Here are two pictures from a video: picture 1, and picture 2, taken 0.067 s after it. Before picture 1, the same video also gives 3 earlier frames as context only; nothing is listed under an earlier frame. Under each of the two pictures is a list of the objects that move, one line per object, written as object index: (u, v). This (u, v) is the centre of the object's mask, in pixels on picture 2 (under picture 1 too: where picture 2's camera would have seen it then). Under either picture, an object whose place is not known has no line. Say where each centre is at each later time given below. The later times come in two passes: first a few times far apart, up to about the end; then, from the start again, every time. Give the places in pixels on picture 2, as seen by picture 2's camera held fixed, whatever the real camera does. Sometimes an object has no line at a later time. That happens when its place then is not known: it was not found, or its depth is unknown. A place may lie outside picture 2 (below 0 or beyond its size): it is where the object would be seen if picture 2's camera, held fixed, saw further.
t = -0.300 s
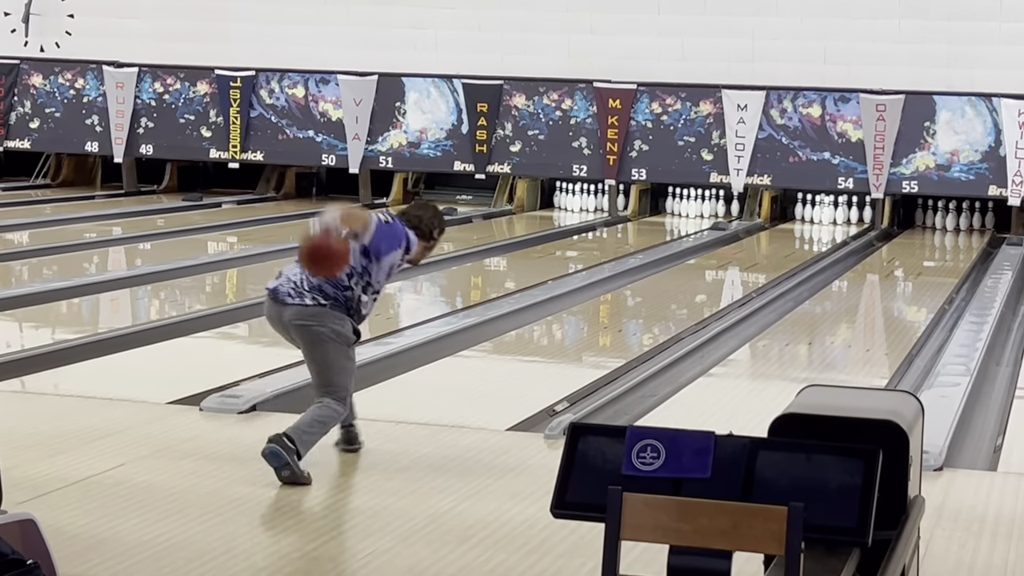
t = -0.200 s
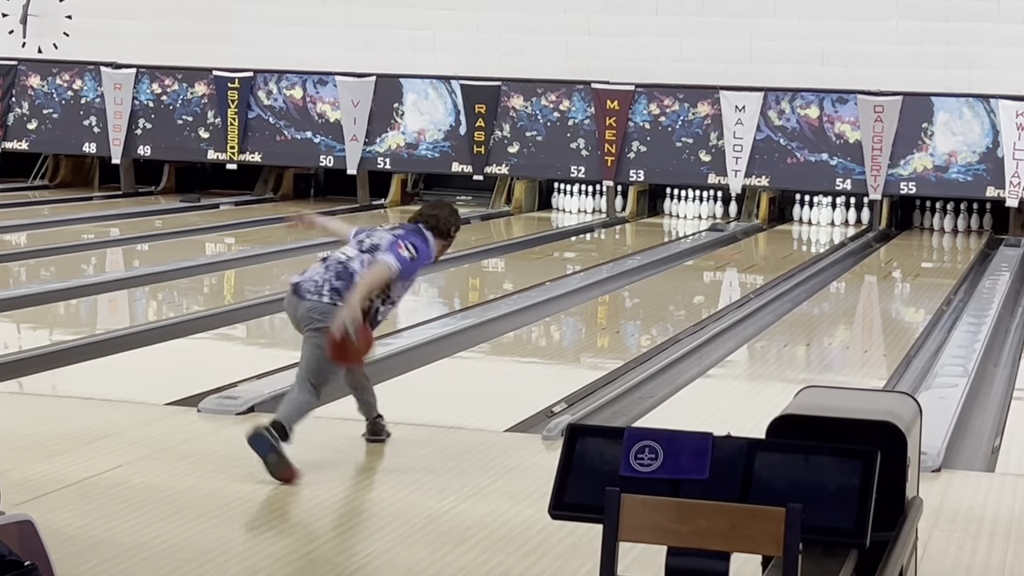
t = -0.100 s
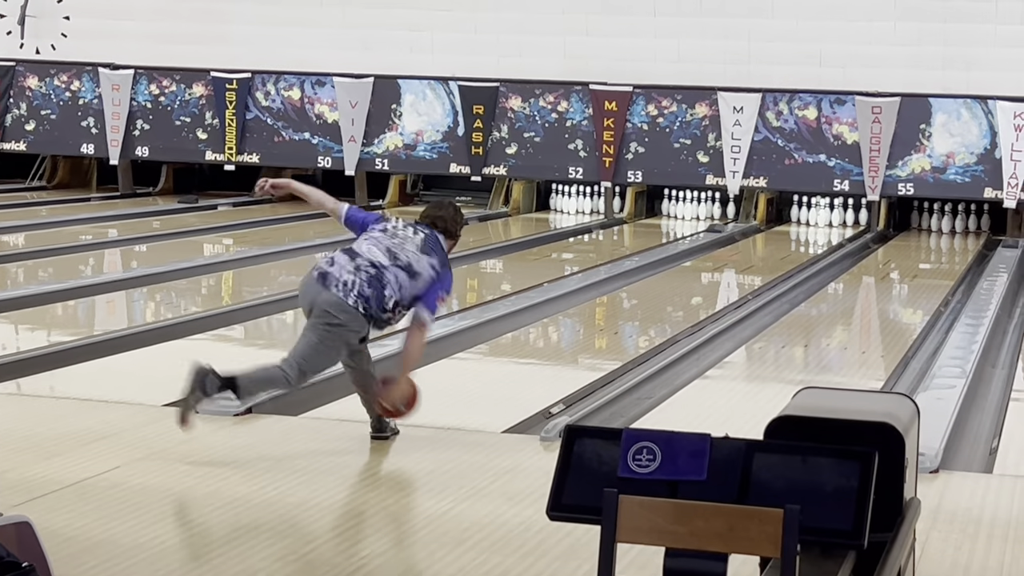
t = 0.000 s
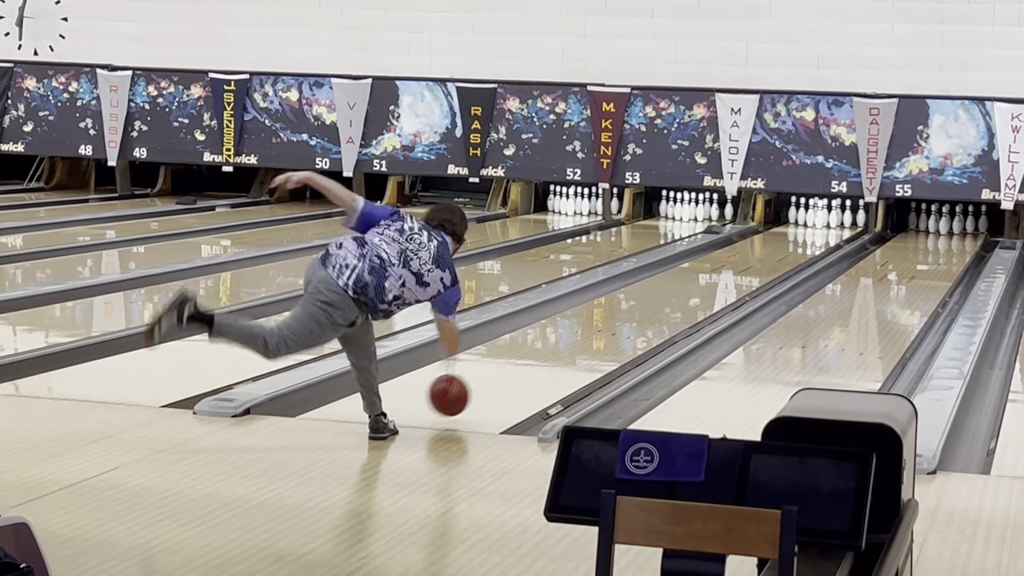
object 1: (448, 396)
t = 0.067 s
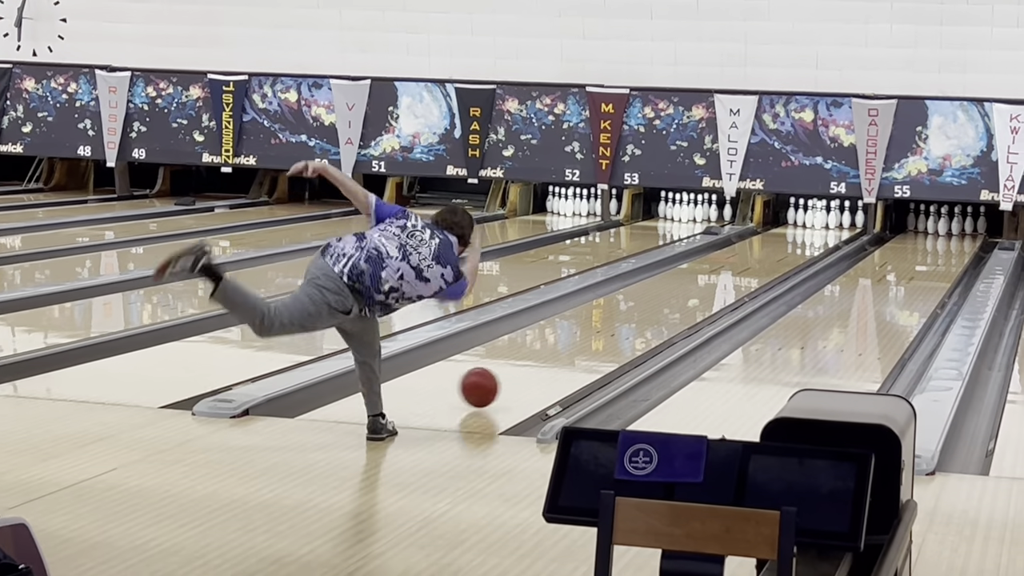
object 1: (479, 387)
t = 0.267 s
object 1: (558, 356)
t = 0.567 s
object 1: (645, 319)
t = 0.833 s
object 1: (700, 295)
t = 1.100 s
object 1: (742, 276)
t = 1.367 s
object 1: (774, 261)
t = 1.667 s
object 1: (799, 247)
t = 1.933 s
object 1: (813, 236)
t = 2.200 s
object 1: (821, 228)
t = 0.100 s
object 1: (494, 383)
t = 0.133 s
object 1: (508, 377)
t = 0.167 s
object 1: (522, 371)
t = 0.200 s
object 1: (534, 366)
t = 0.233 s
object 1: (547, 361)
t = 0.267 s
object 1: (558, 356)
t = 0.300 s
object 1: (570, 351)
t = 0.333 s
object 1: (580, 347)
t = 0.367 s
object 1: (591, 342)
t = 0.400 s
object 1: (601, 338)
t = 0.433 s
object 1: (610, 334)
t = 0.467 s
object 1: (619, 330)
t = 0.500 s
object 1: (629, 326)
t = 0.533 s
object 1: (637, 322)
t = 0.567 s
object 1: (645, 319)
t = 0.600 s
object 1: (653, 316)
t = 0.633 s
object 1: (660, 312)
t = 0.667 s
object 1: (667, 309)
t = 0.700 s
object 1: (675, 306)
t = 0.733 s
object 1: (682, 303)
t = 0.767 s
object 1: (688, 300)
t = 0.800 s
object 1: (694, 298)
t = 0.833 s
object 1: (700, 295)
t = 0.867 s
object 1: (706, 292)
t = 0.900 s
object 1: (712, 289)
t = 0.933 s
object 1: (717, 287)
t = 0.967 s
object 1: (723, 285)
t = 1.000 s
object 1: (728, 282)
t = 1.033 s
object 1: (733, 280)
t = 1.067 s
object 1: (738, 278)
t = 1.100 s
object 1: (742, 276)
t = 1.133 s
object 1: (747, 274)
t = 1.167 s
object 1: (751, 272)
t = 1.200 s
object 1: (756, 270)
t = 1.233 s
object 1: (760, 268)
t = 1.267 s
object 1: (764, 266)
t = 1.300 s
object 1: (767, 264)
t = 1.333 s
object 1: (771, 263)
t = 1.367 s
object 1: (774, 261)
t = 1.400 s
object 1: (778, 259)
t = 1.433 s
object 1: (781, 257)
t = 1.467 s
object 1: (784, 256)
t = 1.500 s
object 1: (787, 254)
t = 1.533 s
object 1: (789, 253)
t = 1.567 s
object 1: (792, 251)
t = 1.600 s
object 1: (794, 250)
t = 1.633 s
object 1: (797, 248)
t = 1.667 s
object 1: (799, 247)
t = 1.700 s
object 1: (801, 245)
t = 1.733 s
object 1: (803, 244)
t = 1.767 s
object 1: (805, 243)
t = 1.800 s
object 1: (807, 241)
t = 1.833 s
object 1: (808, 240)
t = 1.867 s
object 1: (810, 239)
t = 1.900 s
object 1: (811, 238)
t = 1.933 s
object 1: (813, 236)
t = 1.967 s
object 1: (814, 235)
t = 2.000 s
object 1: (816, 234)
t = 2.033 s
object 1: (816, 233)
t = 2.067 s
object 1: (817, 232)
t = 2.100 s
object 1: (818, 230)
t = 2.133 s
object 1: (819, 230)
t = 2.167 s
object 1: (820, 229)
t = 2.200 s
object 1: (821, 228)
